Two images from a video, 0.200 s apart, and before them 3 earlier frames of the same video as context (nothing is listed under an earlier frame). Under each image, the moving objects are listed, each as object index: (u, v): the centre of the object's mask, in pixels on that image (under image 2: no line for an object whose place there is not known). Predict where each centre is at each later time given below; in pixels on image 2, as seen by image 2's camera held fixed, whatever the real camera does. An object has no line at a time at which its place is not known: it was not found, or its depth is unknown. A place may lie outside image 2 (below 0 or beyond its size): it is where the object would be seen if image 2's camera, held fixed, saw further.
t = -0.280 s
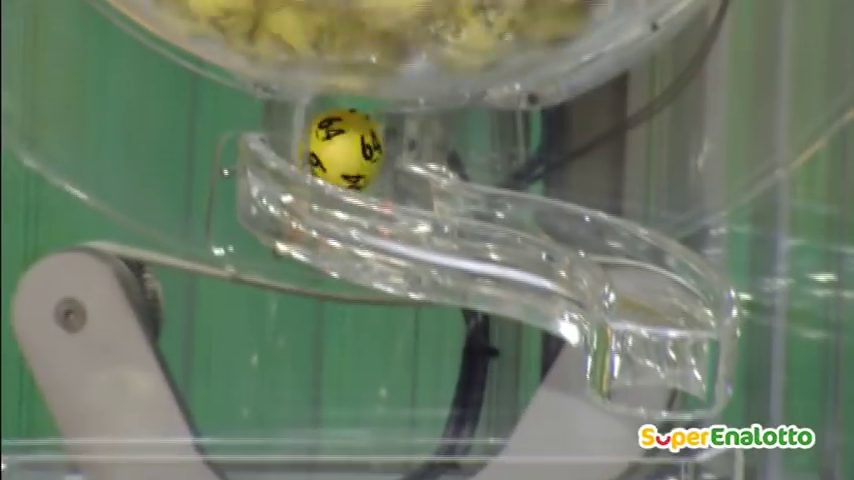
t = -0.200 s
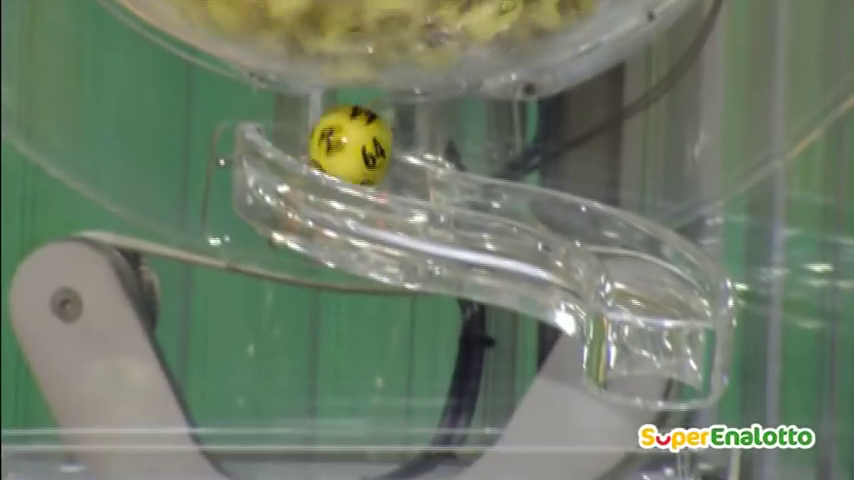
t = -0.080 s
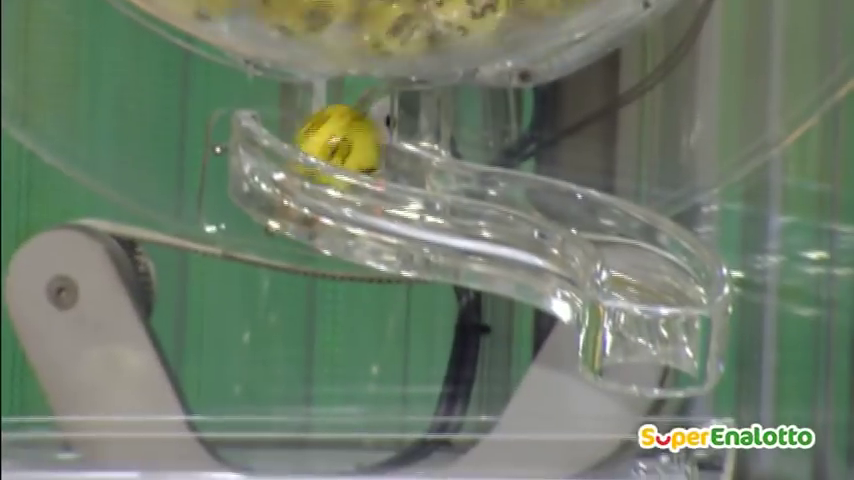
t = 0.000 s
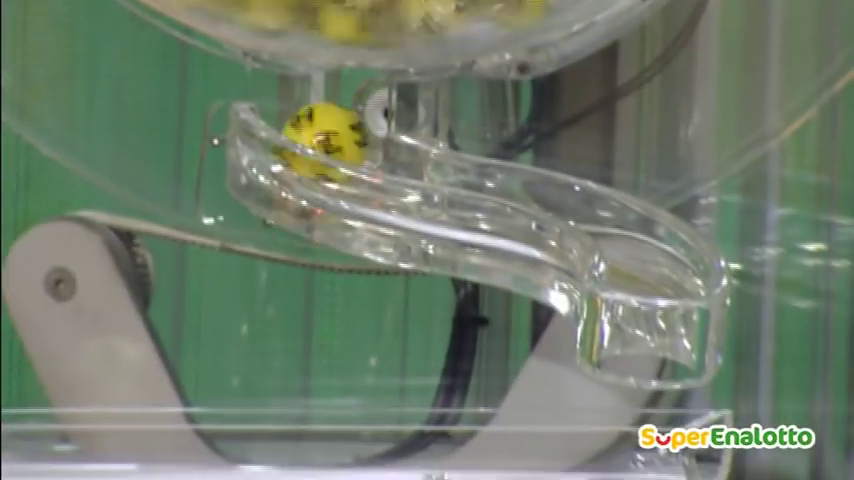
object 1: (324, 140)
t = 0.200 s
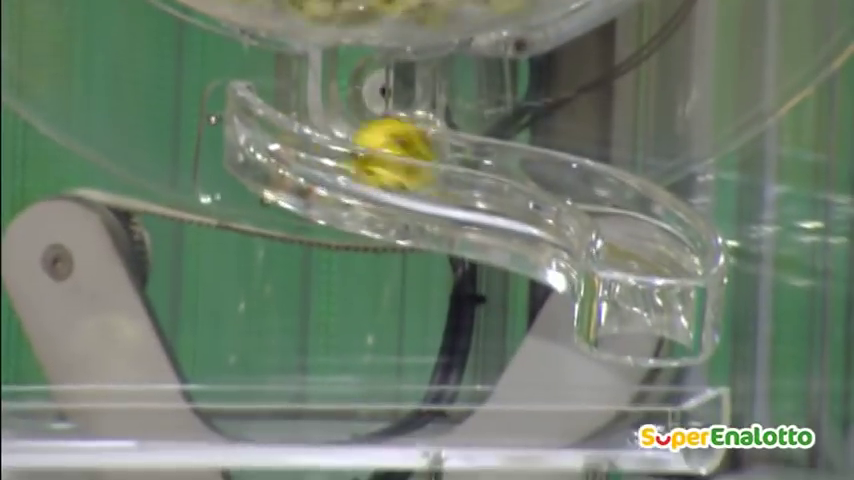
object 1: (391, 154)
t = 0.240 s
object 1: (416, 161)
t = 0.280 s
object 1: (445, 167)
